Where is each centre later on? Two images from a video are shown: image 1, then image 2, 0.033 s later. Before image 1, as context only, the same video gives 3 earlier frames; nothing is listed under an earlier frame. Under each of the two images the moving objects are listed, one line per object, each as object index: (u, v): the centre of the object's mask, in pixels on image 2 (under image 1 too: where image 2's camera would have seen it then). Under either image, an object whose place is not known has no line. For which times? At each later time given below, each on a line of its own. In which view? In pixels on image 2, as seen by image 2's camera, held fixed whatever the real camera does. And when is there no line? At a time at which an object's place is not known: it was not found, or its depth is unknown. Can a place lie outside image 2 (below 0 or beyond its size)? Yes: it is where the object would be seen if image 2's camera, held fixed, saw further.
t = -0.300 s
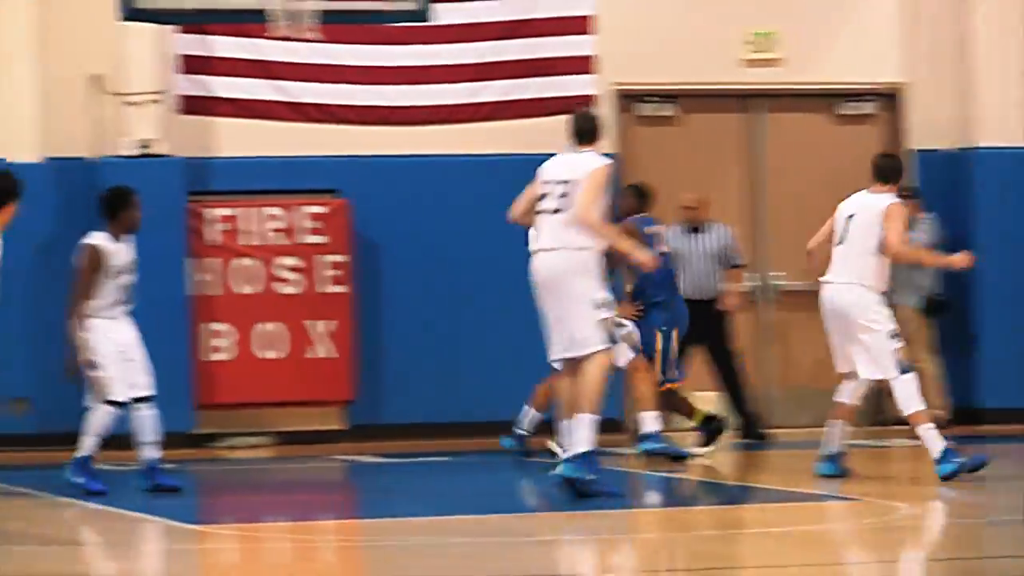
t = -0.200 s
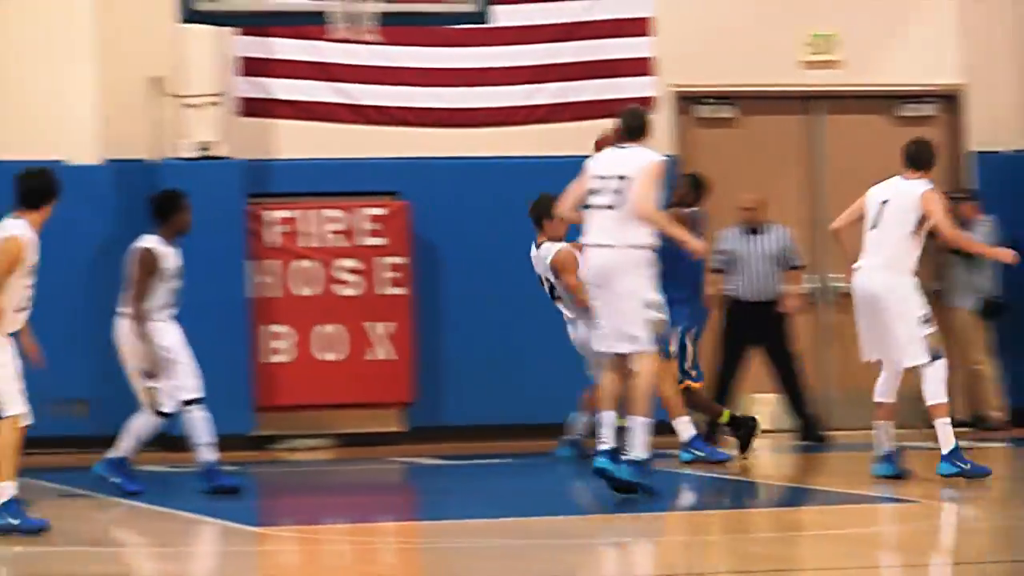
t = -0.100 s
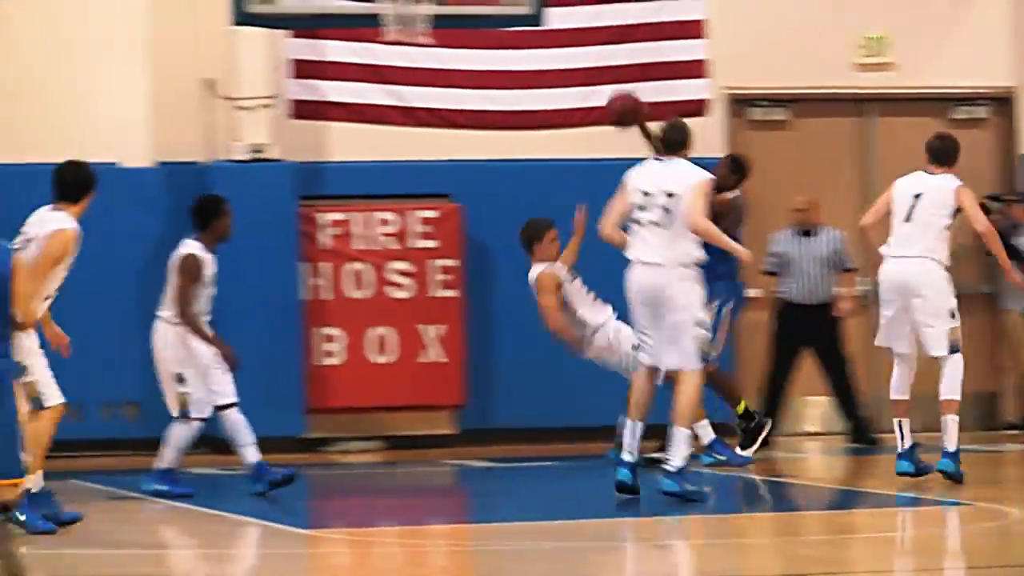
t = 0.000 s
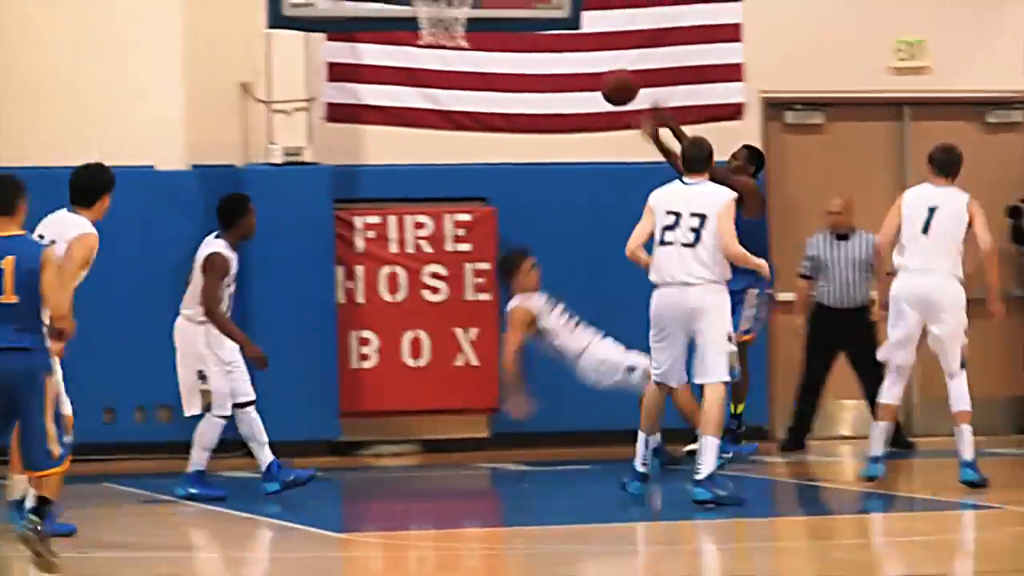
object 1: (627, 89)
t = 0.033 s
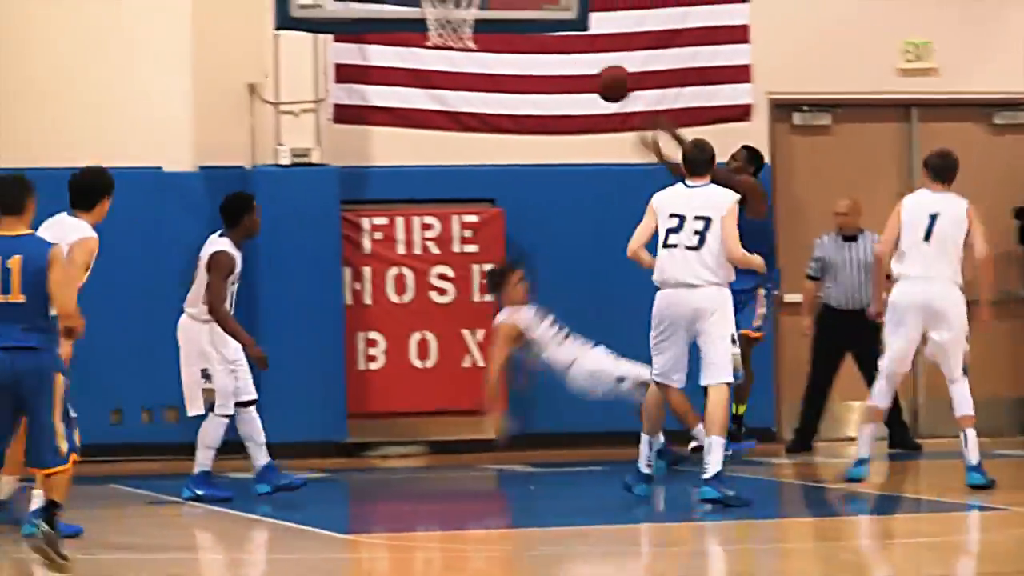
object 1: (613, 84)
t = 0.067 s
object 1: (600, 80)
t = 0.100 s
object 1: (586, 79)
